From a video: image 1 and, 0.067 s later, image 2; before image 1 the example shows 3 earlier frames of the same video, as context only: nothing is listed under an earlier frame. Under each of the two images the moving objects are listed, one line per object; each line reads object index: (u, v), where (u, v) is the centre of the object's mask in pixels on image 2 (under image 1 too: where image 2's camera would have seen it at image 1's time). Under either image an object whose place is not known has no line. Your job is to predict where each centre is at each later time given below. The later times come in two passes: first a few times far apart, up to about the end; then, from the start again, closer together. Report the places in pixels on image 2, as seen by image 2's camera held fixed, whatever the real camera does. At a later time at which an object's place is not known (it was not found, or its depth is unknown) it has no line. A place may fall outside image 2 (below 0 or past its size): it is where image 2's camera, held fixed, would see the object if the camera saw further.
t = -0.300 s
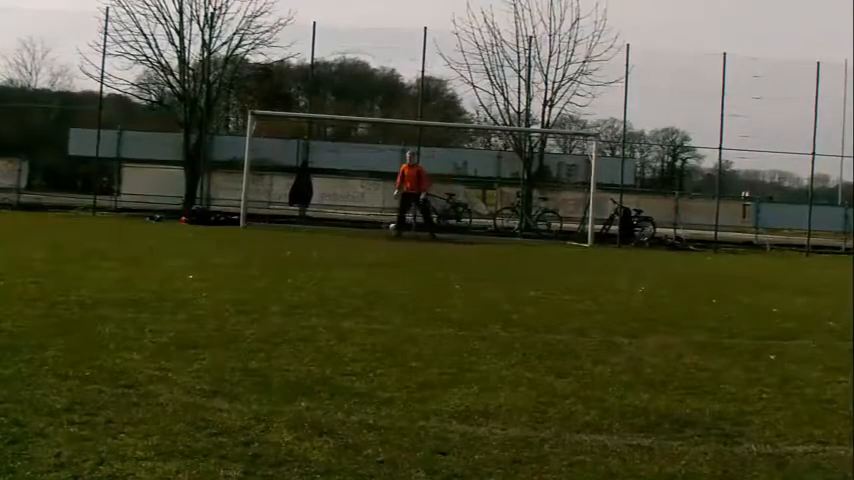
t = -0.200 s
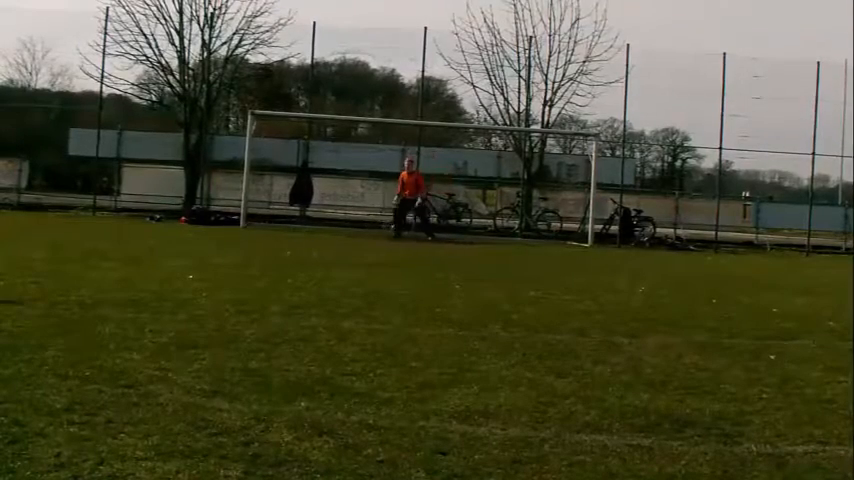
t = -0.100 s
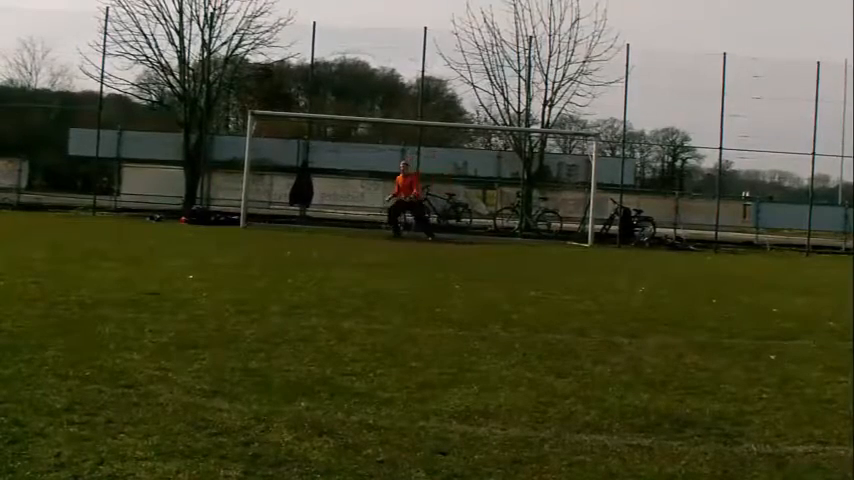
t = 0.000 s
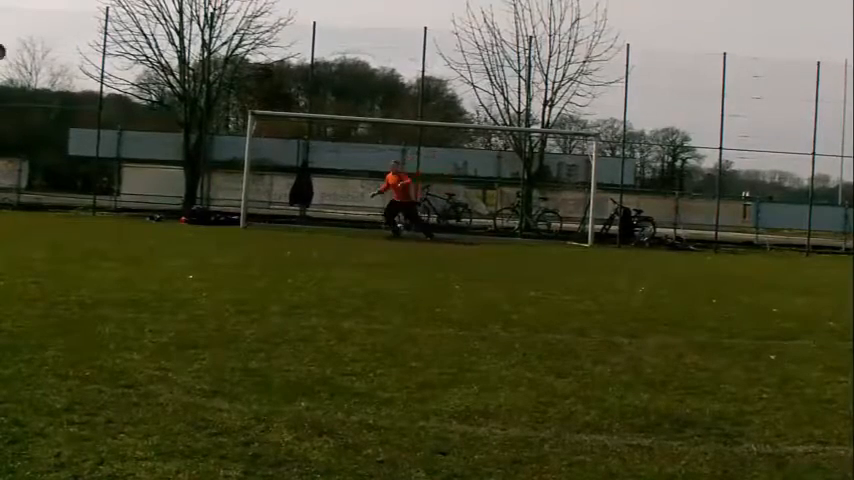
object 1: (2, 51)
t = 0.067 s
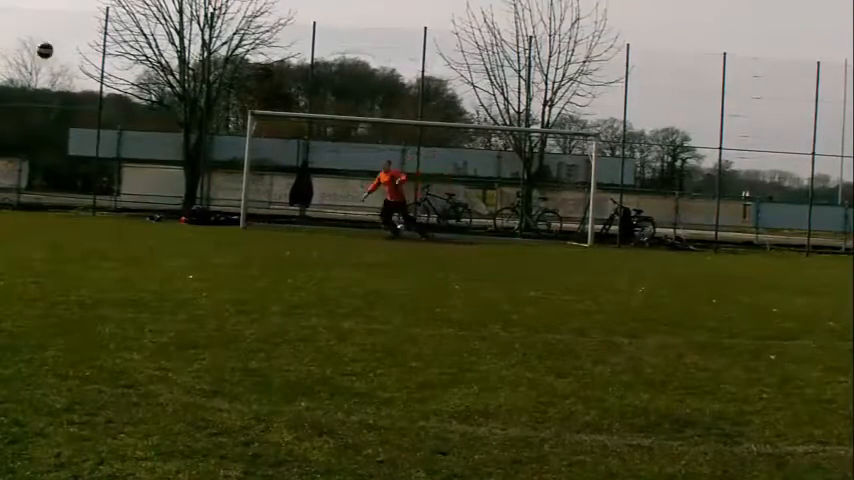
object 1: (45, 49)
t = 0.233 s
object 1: (138, 58)
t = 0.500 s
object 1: (234, 94)
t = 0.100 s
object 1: (66, 50)
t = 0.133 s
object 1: (86, 51)
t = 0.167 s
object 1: (104, 53)
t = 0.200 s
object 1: (122, 56)
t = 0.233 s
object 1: (138, 58)
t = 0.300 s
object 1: (168, 66)
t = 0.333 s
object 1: (178, 69)
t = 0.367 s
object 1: (192, 71)
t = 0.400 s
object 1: (204, 77)
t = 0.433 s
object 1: (217, 82)
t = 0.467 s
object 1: (226, 88)
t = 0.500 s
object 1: (234, 94)
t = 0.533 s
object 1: (245, 101)
